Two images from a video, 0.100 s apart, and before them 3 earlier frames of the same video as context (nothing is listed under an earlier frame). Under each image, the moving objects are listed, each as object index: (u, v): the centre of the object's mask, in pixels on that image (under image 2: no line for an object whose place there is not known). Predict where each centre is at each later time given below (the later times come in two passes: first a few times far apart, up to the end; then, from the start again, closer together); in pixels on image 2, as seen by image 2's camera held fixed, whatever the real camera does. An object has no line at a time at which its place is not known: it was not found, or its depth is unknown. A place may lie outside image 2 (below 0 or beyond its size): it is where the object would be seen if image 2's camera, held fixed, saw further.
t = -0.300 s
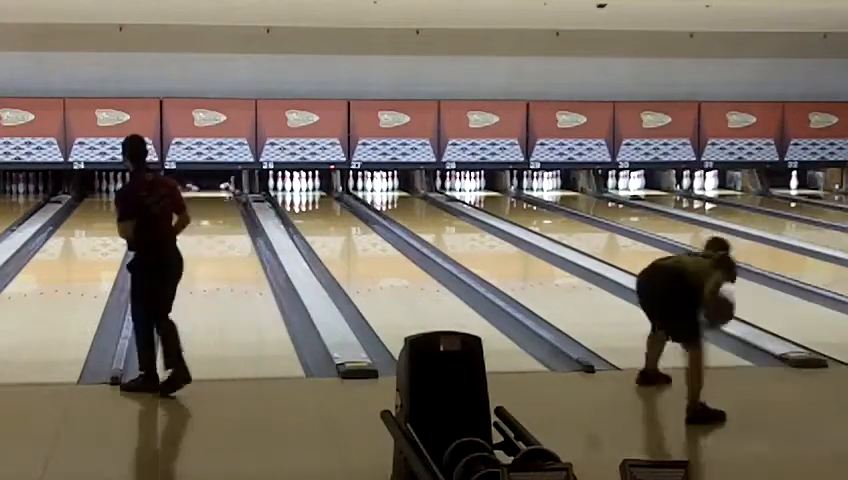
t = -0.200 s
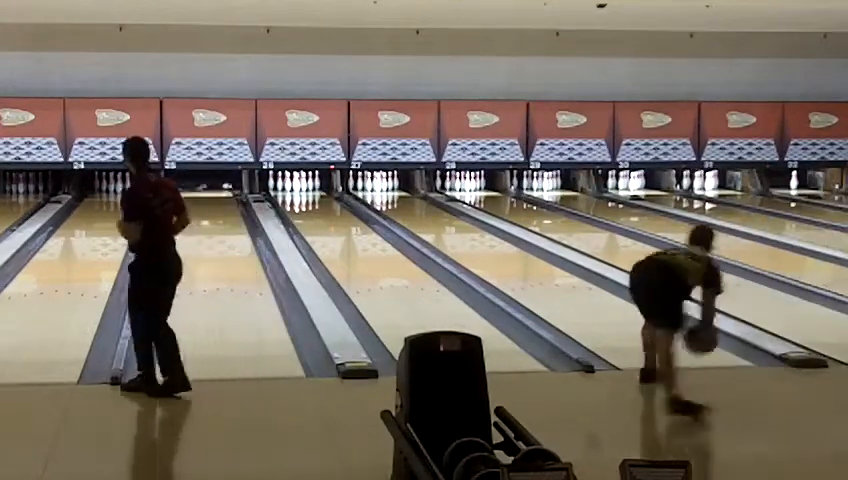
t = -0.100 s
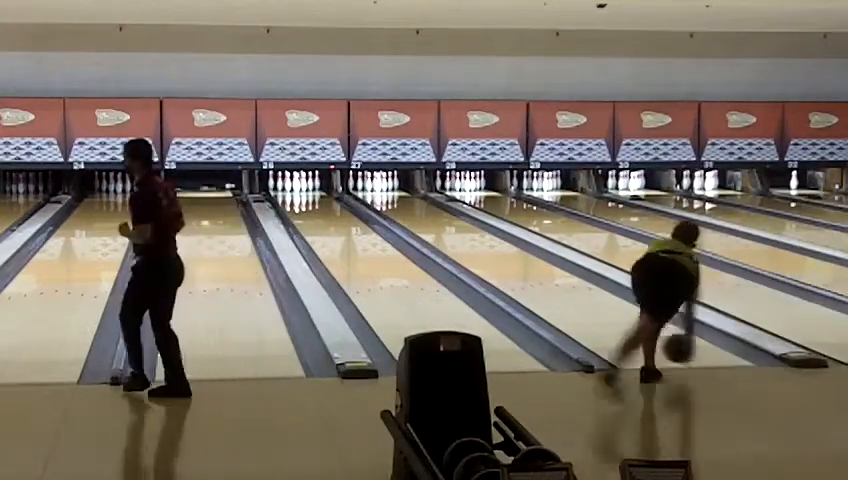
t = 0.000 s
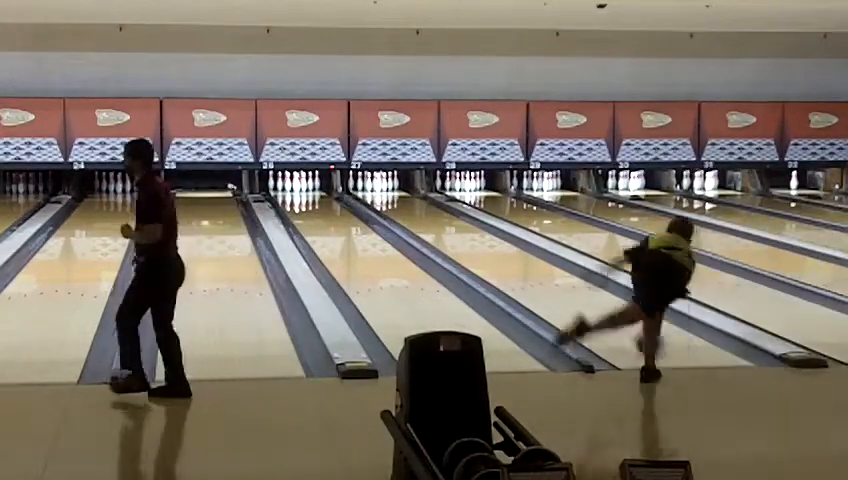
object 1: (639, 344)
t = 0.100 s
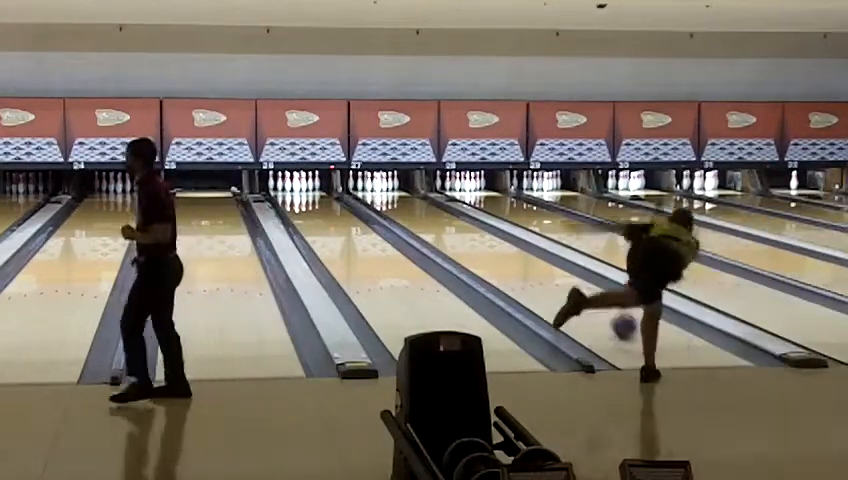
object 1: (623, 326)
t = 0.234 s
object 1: (596, 310)
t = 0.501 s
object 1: (549, 277)
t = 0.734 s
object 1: (518, 258)
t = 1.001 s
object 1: (488, 241)
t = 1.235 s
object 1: (467, 227)
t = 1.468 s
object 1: (450, 216)
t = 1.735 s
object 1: (431, 207)
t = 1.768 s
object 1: (427, 206)
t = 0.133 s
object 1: (616, 321)
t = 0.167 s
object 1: (609, 316)
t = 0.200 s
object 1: (602, 312)
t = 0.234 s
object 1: (596, 310)
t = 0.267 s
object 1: (592, 312)
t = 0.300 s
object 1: (582, 295)
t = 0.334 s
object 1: (576, 295)
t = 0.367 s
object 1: (571, 291)
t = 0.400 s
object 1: (566, 287)
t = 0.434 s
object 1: (560, 283)
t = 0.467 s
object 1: (555, 281)
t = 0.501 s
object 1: (549, 277)
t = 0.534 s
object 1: (545, 274)
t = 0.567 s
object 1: (540, 271)
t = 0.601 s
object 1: (535, 268)
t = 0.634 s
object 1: (531, 266)
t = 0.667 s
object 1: (527, 263)
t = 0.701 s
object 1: (522, 261)
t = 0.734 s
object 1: (518, 258)
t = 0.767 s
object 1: (514, 255)
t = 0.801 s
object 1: (510, 253)
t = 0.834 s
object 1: (506, 251)
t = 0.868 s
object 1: (503, 248)
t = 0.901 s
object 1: (499, 246)
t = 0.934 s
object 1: (495, 244)
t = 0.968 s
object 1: (492, 242)
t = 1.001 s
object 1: (488, 241)
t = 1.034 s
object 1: (486, 238)
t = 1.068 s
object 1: (482, 237)
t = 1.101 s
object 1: (479, 234)
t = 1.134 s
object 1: (476, 232)
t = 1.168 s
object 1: (473, 231)
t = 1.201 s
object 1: (470, 230)
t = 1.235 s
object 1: (467, 227)
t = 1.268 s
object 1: (465, 226)
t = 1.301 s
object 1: (462, 224)
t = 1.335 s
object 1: (459, 223)
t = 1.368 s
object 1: (456, 221)
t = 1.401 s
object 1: (454, 219)
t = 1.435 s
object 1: (452, 218)
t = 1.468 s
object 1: (450, 216)
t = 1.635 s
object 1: (437, 211)
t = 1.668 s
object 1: (435, 208)
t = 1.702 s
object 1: (433, 207)
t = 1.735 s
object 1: (431, 207)
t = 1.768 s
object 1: (427, 206)
